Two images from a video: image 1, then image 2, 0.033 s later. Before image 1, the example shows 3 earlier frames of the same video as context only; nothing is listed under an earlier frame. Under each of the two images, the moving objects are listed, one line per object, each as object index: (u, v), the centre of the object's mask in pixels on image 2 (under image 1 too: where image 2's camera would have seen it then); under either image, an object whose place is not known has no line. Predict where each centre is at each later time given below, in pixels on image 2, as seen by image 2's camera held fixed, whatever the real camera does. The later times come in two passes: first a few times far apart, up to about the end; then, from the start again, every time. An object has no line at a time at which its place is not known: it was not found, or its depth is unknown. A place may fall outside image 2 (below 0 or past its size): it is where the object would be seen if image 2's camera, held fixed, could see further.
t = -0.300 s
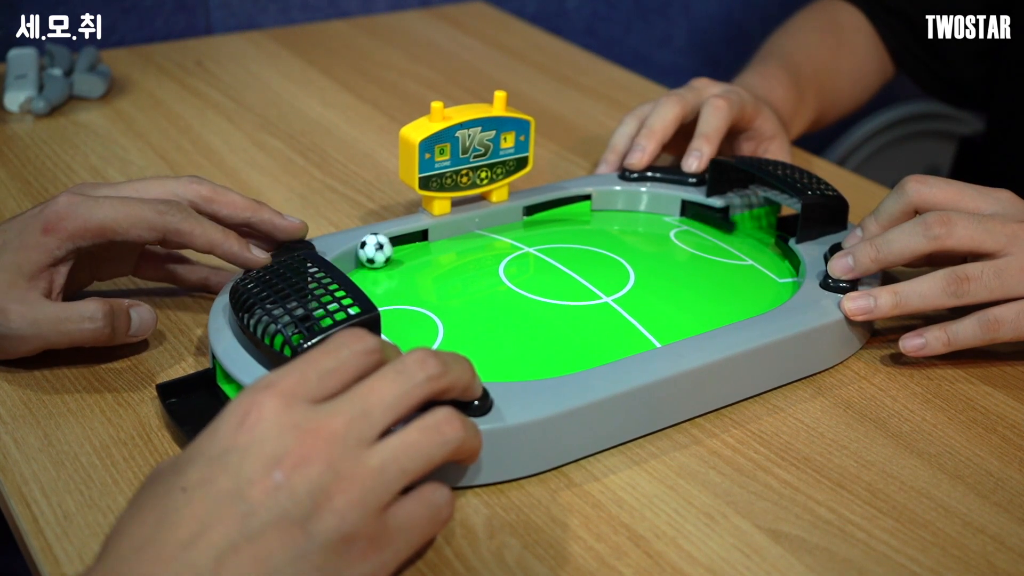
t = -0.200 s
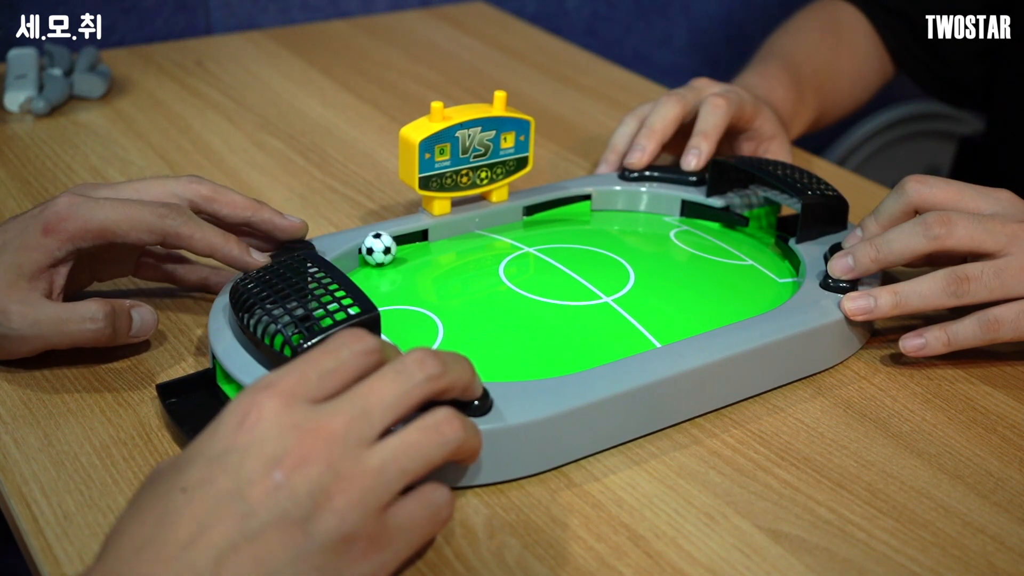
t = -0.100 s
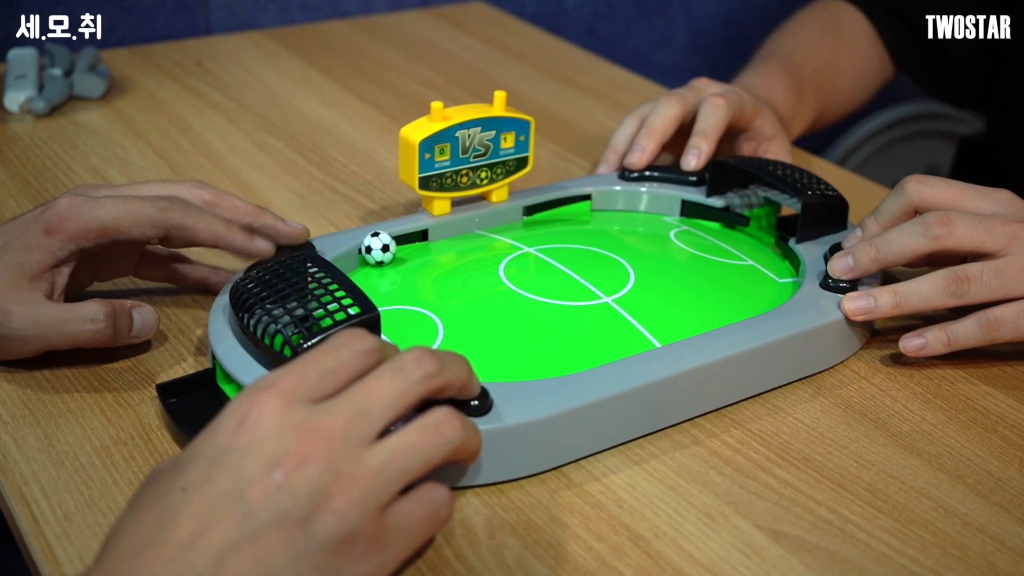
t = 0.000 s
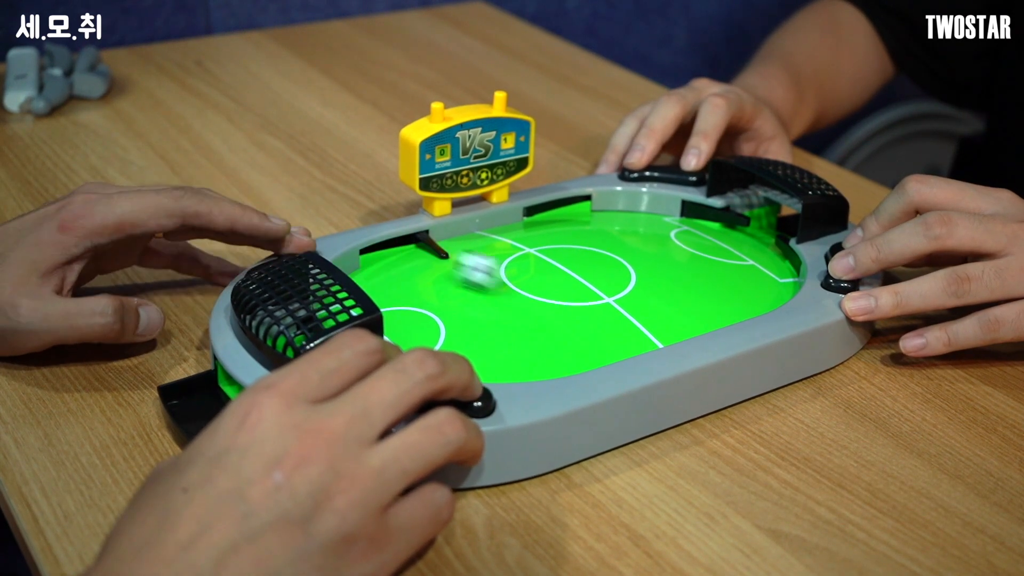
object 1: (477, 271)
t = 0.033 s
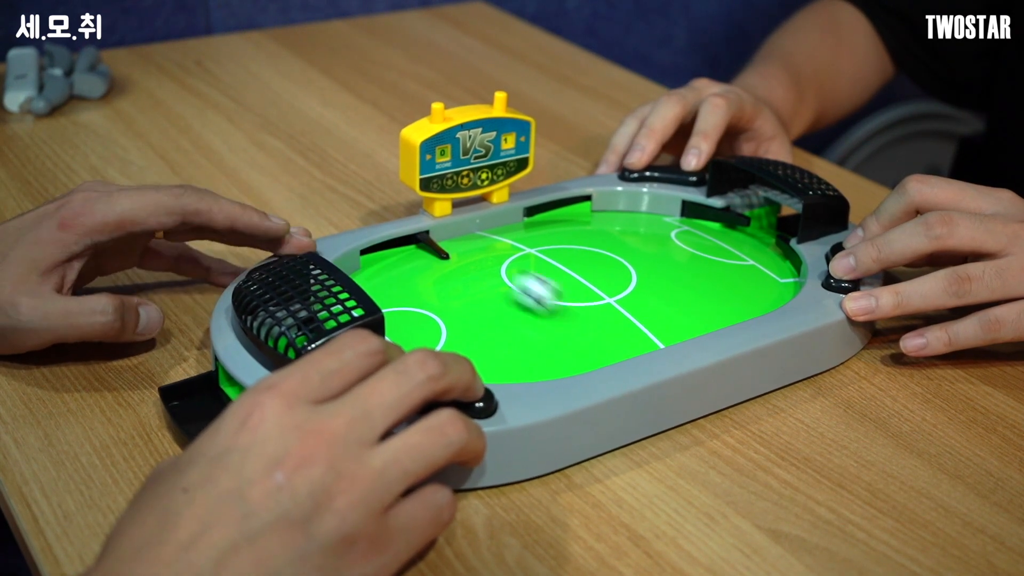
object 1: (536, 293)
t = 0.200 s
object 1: (634, 307)
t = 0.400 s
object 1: (691, 293)
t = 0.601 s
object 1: (772, 292)
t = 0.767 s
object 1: (786, 266)
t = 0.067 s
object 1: (592, 322)
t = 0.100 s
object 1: (630, 337)
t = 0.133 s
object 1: (629, 323)
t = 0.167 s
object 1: (631, 314)
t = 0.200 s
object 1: (634, 307)
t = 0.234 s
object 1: (640, 302)
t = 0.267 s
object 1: (647, 298)
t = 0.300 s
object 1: (656, 295)
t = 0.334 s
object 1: (666, 293)
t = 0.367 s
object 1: (678, 293)
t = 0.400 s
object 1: (691, 293)
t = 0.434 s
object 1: (707, 294)
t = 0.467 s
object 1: (724, 297)
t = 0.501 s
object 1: (743, 301)
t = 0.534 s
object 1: (758, 300)
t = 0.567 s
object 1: (763, 295)
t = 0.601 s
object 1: (772, 292)
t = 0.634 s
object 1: (779, 288)
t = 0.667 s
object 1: (783, 283)
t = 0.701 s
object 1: (786, 278)
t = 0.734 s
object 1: (786, 272)
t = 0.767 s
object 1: (786, 266)
